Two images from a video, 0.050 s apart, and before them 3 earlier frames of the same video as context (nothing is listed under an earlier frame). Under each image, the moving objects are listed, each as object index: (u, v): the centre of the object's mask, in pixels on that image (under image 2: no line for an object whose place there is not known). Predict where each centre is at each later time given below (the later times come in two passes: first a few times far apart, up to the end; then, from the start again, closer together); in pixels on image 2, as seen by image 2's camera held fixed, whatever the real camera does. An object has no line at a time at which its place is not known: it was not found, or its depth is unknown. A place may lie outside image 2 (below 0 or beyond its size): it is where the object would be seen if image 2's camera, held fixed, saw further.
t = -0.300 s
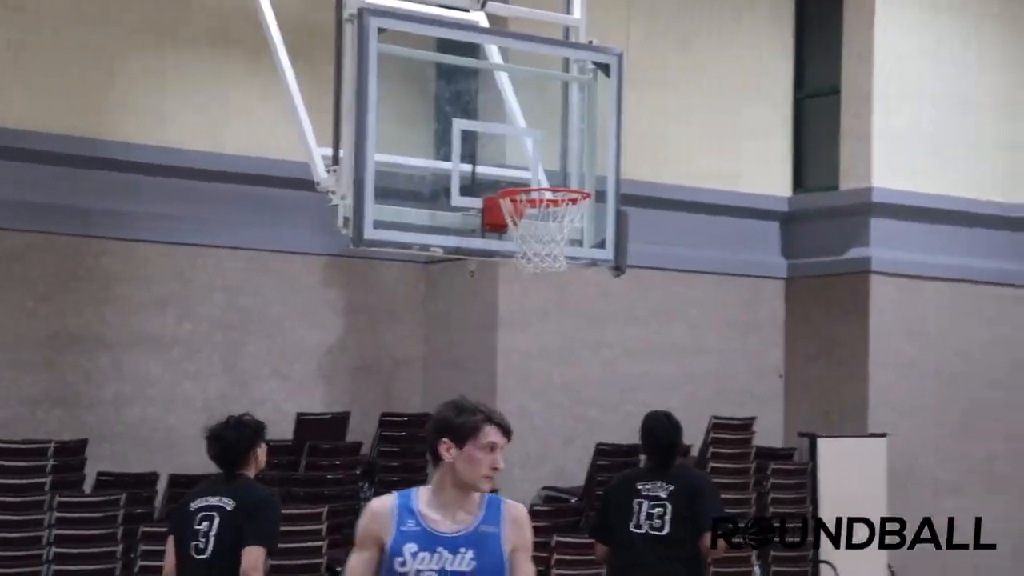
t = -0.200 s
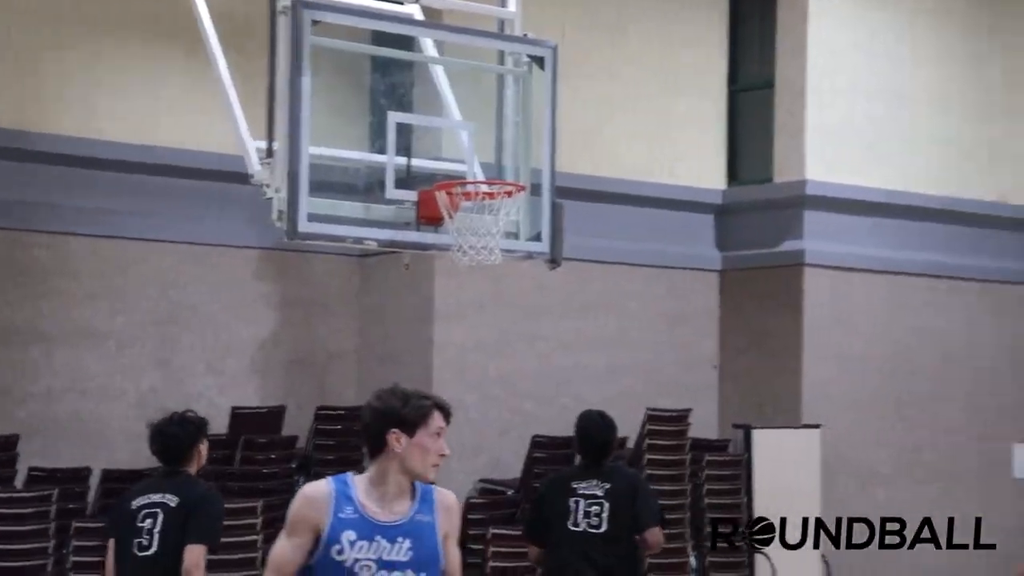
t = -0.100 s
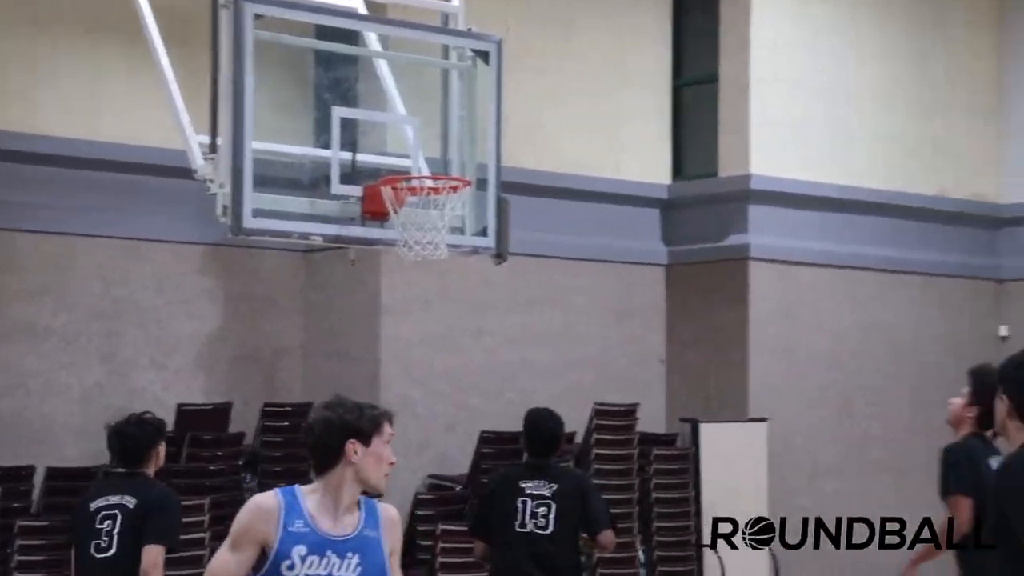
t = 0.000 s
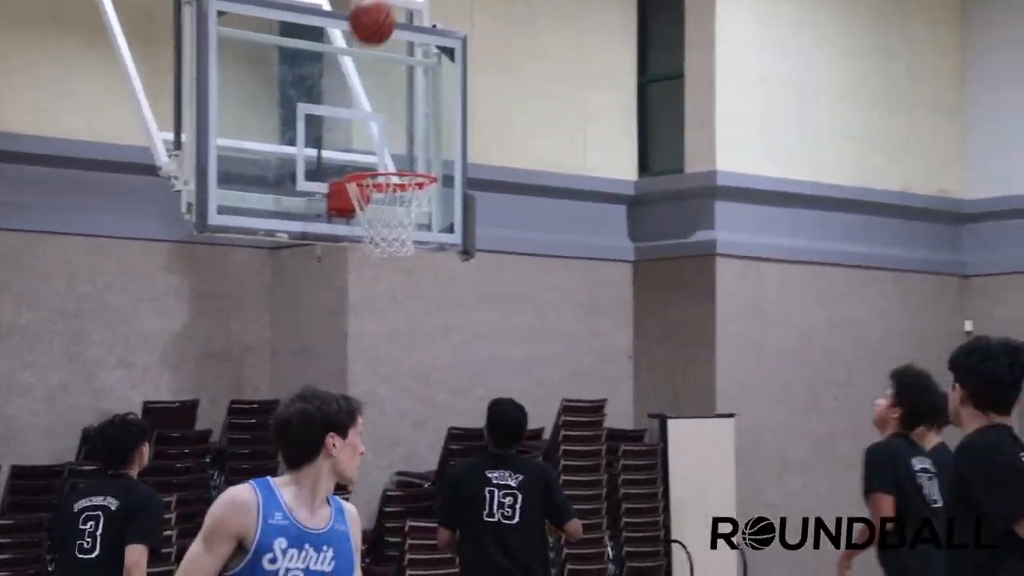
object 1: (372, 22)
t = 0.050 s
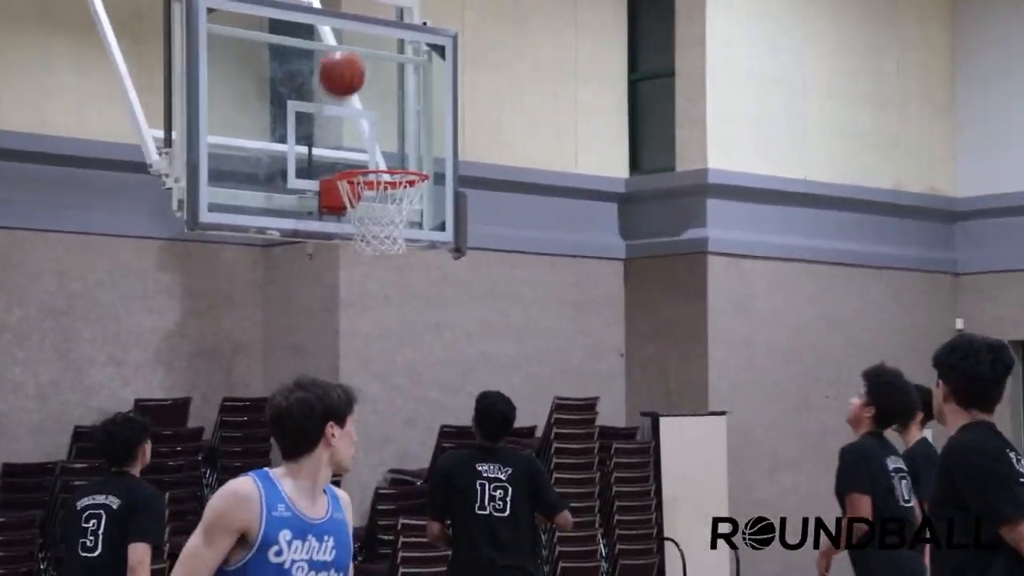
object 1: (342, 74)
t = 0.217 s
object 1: (406, 200)
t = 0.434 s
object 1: (404, 217)
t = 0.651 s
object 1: (372, 279)
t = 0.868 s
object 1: (340, 427)
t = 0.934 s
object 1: (330, 491)
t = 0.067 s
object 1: (335, 94)
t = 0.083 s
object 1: (328, 112)
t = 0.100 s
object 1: (335, 123)
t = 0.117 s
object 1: (346, 134)
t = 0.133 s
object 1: (357, 147)
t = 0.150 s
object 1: (367, 154)
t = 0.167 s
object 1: (380, 171)
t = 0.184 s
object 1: (391, 185)
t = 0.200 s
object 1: (401, 197)
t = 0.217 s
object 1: (406, 200)
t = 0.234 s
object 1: (408, 201)
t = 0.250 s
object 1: (411, 200)
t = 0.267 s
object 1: (412, 201)
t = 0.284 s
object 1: (413, 201)
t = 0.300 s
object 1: (412, 202)
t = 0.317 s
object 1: (412, 203)
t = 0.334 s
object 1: (412, 204)
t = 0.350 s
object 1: (411, 205)
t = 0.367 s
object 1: (410, 207)
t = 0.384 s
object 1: (409, 210)
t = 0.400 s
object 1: (408, 212)
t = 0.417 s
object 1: (406, 215)
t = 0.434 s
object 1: (404, 217)
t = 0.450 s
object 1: (401, 219)
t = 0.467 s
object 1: (399, 222)
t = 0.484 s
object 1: (397, 225)
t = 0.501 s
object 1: (395, 229)
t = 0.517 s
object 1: (392, 233)
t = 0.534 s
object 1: (385, 245)
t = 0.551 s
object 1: (387, 255)
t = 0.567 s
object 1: (384, 257)
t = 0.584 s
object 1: (382, 260)
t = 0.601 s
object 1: (380, 263)
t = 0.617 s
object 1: (377, 266)
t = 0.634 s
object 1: (375, 272)
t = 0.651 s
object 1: (372, 279)
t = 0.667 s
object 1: (370, 287)
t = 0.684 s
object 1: (367, 296)
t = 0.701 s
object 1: (365, 305)
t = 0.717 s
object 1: (363, 315)
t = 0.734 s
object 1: (360, 325)
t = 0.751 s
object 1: (358, 336)
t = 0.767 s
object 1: (355, 348)
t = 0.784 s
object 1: (353, 360)
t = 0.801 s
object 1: (350, 372)
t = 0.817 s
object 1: (348, 384)
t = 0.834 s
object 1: (345, 398)
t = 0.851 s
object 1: (343, 412)
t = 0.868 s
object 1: (340, 427)
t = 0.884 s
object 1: (337, 442)
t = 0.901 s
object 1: (335, 457)
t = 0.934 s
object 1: (330, 491)
